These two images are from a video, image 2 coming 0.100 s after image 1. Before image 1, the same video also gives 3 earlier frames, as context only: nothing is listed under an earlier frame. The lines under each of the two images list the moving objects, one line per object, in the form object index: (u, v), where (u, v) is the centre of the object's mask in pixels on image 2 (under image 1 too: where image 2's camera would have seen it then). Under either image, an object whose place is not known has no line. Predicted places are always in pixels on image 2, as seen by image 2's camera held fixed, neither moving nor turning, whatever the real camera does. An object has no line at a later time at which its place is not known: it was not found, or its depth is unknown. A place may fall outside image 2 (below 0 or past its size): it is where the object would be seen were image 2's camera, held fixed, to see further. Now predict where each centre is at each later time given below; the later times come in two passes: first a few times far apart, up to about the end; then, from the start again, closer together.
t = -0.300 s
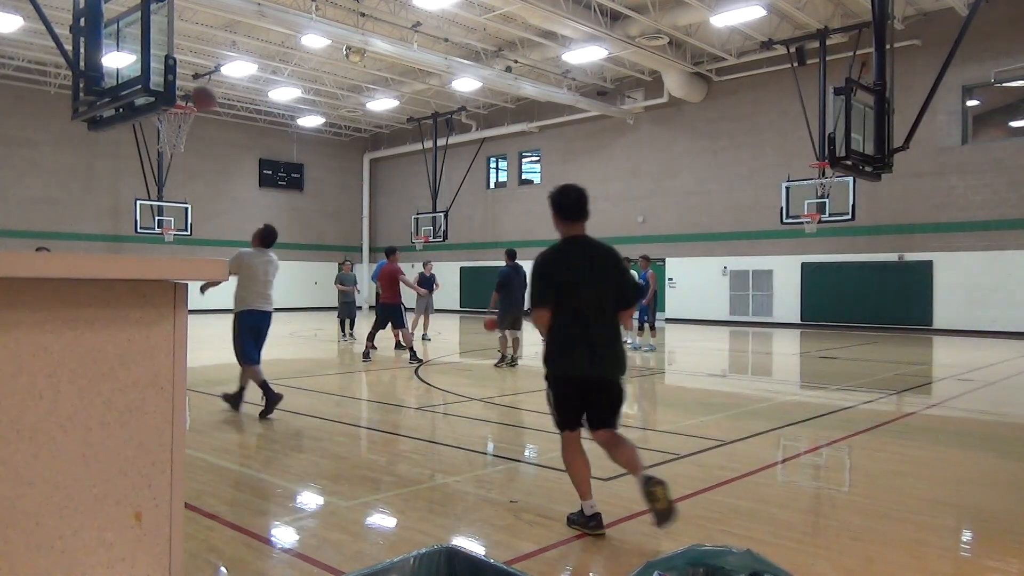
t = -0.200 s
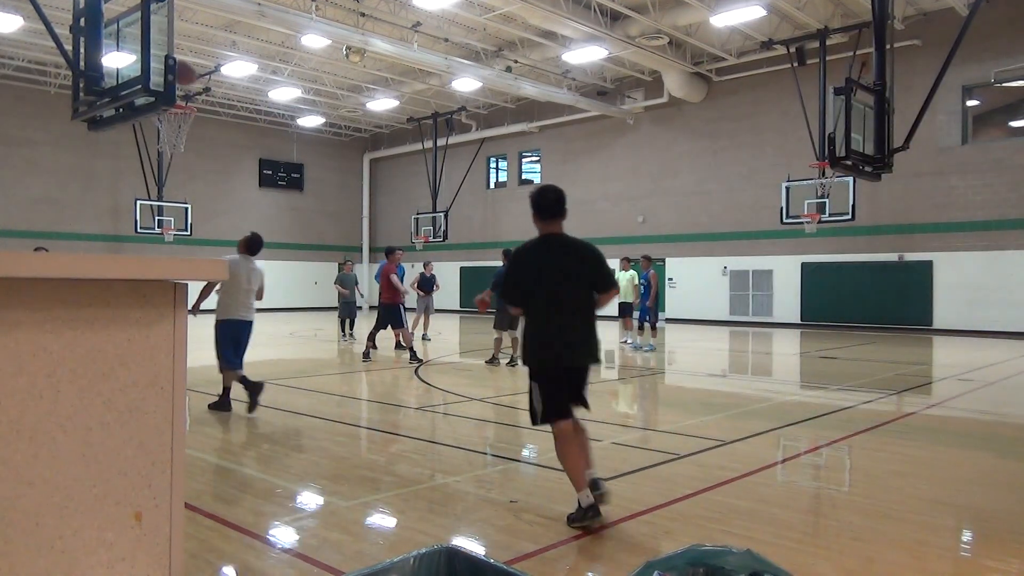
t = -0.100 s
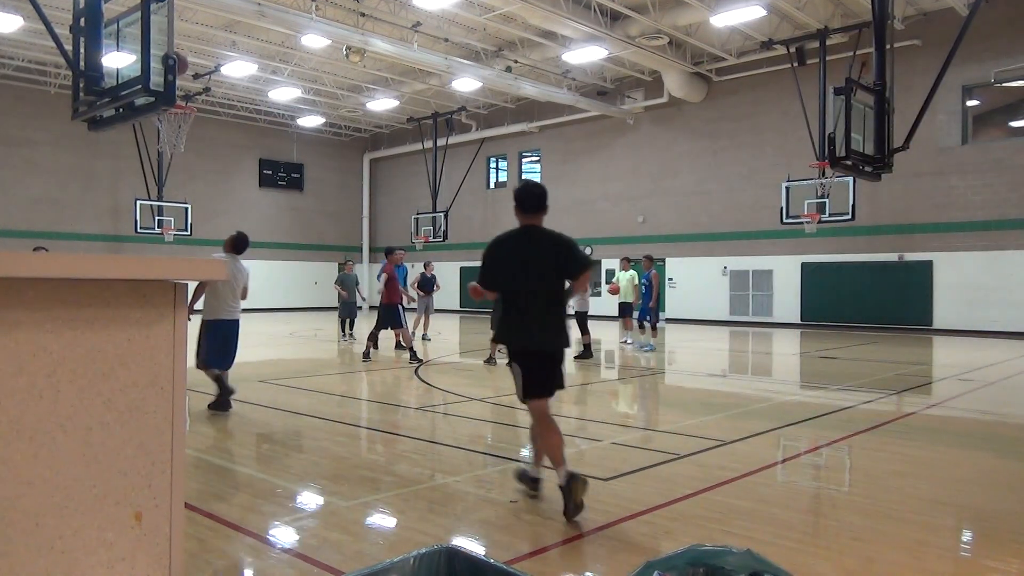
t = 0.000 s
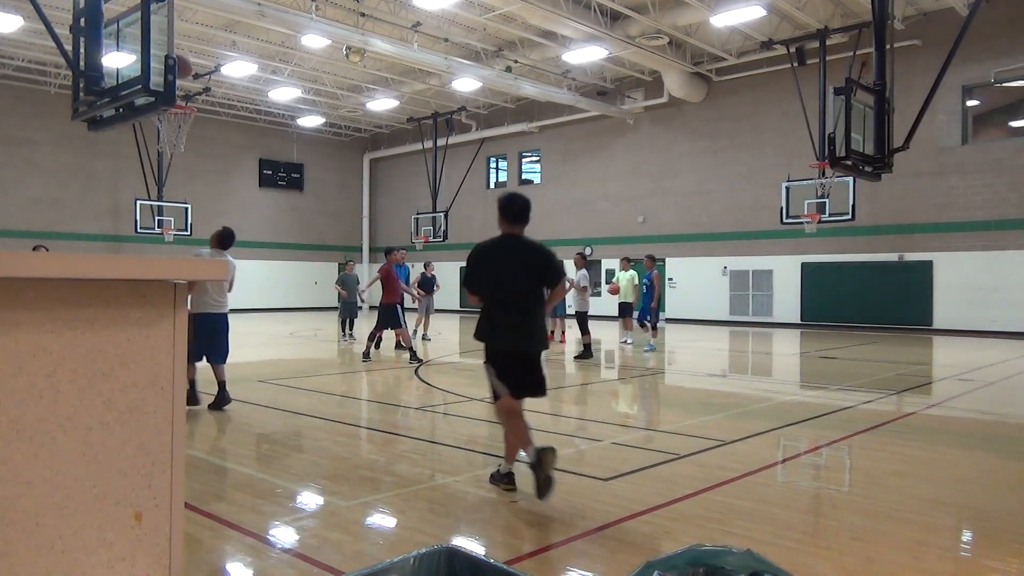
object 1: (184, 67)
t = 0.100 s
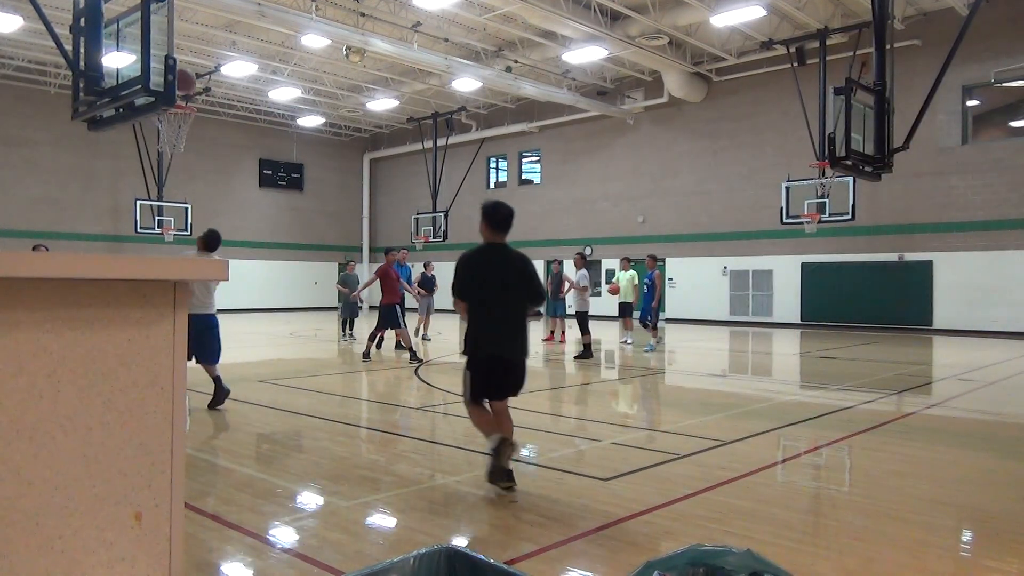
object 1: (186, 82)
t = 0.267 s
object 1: (196, 106)
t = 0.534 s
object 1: (230, 170)
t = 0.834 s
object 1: (269, 325)
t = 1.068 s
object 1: (292, 329)
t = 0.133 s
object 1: (186, 88)
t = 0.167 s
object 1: (187, 95)
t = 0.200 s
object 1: (187, 101)
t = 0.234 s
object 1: (192, 103)
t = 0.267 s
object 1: (196, 106)
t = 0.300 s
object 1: (200, 110)
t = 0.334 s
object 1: (204, 115)
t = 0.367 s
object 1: (209, 121)
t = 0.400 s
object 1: (213, 129)
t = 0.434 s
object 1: (217, 137)
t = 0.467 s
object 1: (222, 148)
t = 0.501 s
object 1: (226, 158)
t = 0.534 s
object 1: (230, 170)
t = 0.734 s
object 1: (256, 263)
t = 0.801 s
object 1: (264, 302)
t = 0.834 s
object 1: (269, 325)
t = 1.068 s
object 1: (292, 329)
